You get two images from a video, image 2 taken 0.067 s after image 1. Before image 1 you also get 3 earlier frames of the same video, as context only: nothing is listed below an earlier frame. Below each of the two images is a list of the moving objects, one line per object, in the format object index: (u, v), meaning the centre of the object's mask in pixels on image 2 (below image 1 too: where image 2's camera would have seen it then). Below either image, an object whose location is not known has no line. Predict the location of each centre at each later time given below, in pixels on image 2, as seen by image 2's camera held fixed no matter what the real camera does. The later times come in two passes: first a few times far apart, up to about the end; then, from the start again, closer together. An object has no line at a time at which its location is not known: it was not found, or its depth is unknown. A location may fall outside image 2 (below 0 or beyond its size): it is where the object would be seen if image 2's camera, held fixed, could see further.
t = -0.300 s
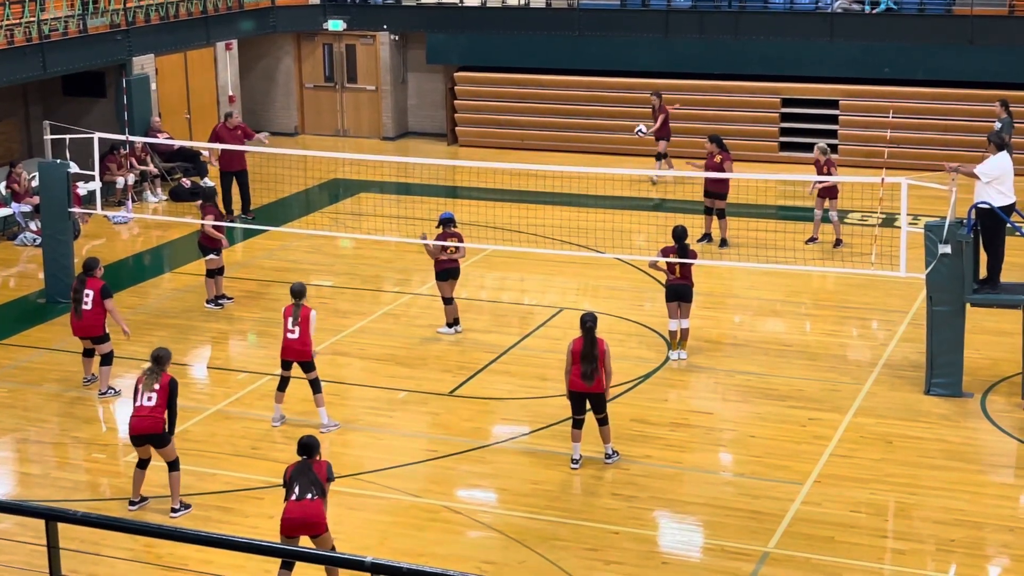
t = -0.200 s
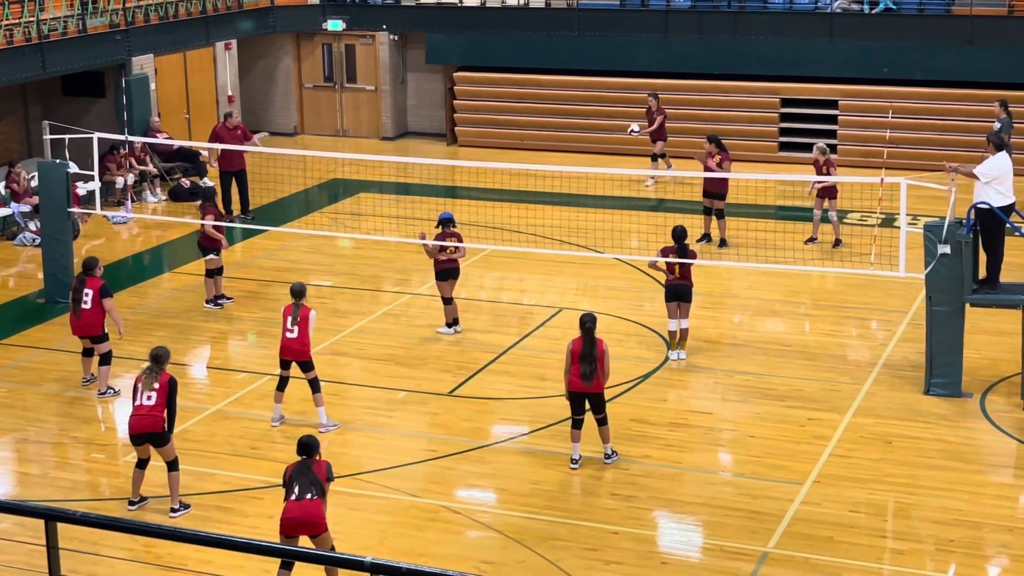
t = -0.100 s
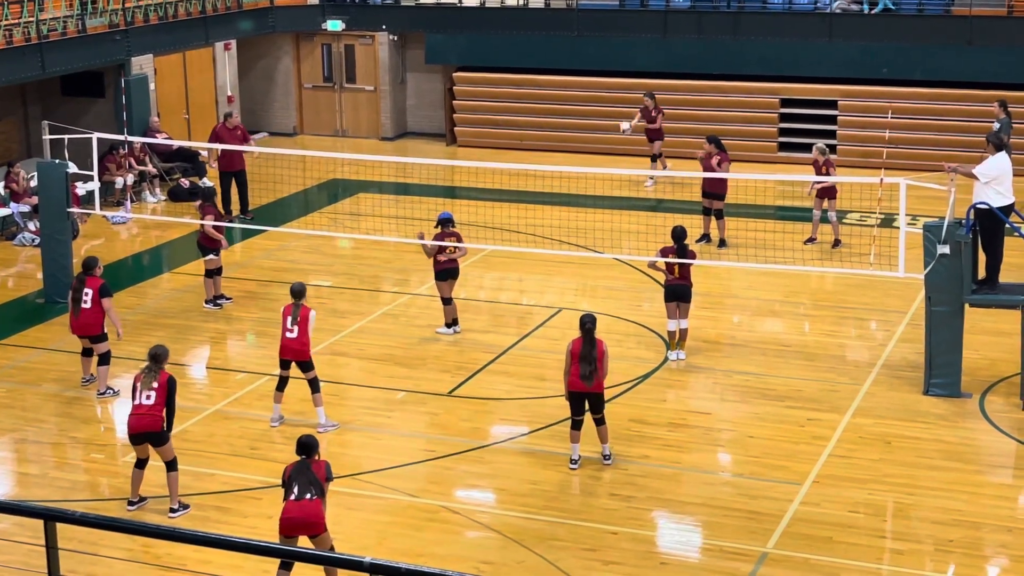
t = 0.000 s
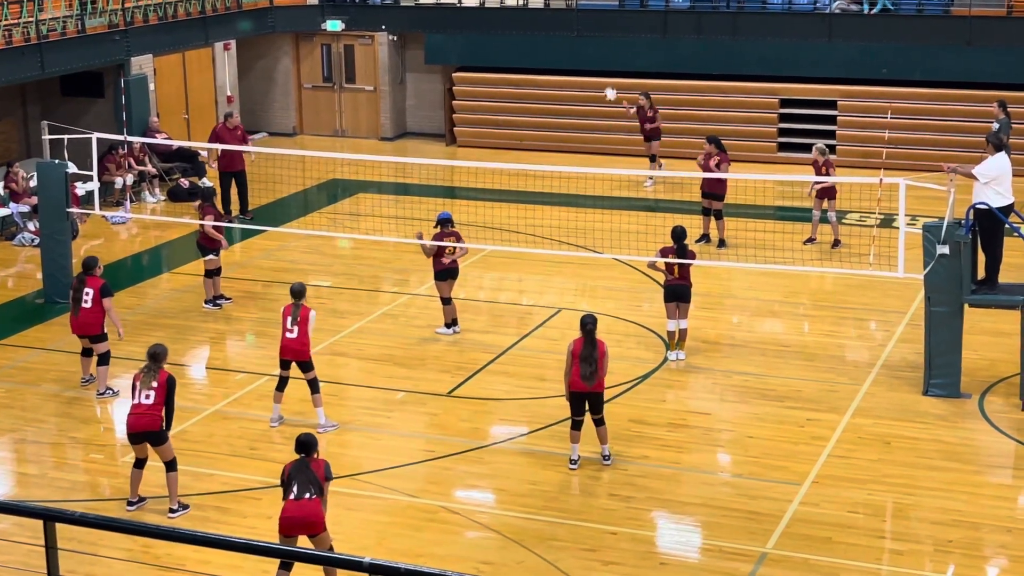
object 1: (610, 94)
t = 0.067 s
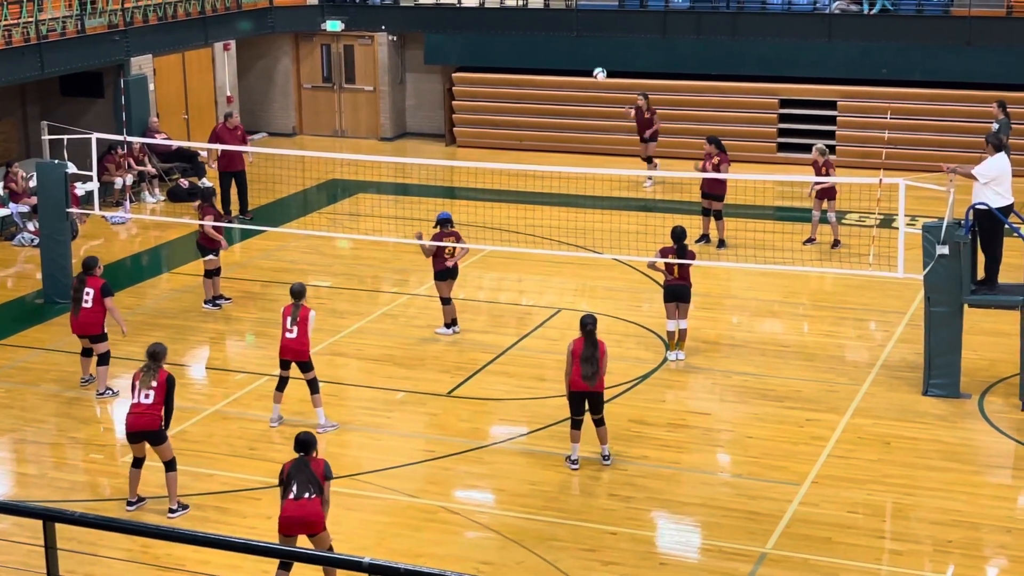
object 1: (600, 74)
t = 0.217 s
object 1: (575, 37)
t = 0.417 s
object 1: (539, 10)
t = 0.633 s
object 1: (494, 14)
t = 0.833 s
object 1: (445, 53)
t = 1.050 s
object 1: (385, 143)
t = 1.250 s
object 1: (327, 277)
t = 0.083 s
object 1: (597, 70)
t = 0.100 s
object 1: (594, 65)
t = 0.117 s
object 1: (592, 60)
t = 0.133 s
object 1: (589, 56)
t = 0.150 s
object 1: (587, 52)
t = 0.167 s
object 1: (584, 48)
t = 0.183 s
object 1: (581, 44)
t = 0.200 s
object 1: (578, 40)
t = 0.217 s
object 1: (575, 37)
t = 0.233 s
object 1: (572, 33)
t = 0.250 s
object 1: (570, 30)
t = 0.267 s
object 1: (567, 28)
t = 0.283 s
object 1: (564, 25)
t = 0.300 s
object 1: (561, 23)
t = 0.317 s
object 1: (557, 20)
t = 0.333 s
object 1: (555, 17)
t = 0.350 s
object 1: (551, 15)
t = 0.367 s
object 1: (548, 13)
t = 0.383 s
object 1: (545, 12)
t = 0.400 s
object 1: (542, 11)
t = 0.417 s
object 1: (539, 10)
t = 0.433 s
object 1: (536, 7)
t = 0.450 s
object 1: (533, 7)
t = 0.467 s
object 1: (529, 7)
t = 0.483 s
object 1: (526, 6)
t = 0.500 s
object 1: (523, 6)
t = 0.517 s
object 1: (520, 6)
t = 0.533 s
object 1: (517, 6)
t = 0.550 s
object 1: (513, 7)
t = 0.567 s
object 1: (509, 7)
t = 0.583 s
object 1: (506, 9)
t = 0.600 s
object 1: (502, 10)
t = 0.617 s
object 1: (498, 12)
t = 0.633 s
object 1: (494, 14)
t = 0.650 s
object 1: (491, 15)
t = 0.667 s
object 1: (487, 18)
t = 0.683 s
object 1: (483, 20)
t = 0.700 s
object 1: (479, 23)
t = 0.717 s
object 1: (475, 26)
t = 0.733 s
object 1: (471, 29)
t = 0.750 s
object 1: (467, 33)
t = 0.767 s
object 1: (462, 37)
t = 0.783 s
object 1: (458, 40)
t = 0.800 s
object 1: (453, 44)
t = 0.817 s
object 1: (449, 49)
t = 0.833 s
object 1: (445, 53)
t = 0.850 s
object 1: (440, 58)
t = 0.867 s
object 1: (436, 64)
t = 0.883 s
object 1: (431, 69)
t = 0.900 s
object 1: (426, 74)
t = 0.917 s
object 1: (422, 81)
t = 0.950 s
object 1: (413, 95)
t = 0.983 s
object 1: (403, 111)
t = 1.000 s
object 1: (399, 118)
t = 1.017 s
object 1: (394, 126)
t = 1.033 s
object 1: (389, 134)
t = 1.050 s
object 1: (385, 143)
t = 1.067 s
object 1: (380, 151)
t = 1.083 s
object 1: (375, 162)
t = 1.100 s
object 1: (371, 173)
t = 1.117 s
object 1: (365, 183)
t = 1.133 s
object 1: (360, 192)
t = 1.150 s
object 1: (356, 204)
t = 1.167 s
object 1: (352, 216)
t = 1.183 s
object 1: (346, 226)
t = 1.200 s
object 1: (341, 238)
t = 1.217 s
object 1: (336, 252)
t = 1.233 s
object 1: (332, 264)
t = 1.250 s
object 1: (327, 277)
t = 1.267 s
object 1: (323, 292)
